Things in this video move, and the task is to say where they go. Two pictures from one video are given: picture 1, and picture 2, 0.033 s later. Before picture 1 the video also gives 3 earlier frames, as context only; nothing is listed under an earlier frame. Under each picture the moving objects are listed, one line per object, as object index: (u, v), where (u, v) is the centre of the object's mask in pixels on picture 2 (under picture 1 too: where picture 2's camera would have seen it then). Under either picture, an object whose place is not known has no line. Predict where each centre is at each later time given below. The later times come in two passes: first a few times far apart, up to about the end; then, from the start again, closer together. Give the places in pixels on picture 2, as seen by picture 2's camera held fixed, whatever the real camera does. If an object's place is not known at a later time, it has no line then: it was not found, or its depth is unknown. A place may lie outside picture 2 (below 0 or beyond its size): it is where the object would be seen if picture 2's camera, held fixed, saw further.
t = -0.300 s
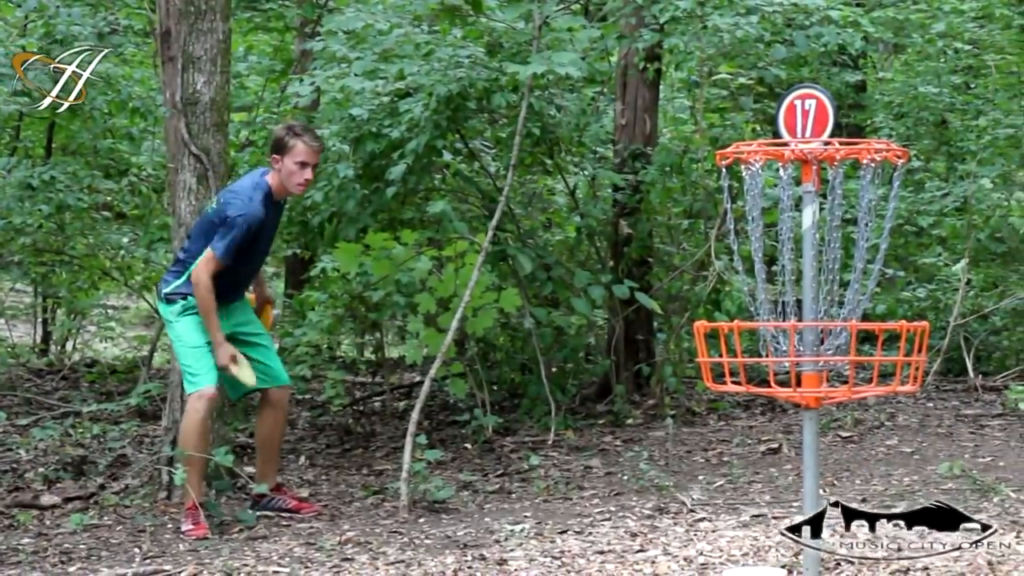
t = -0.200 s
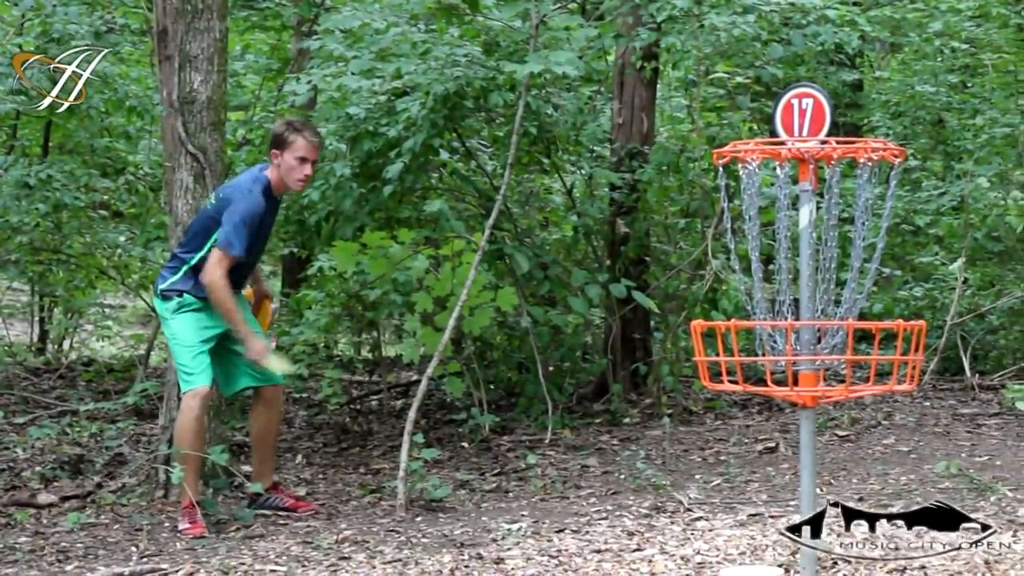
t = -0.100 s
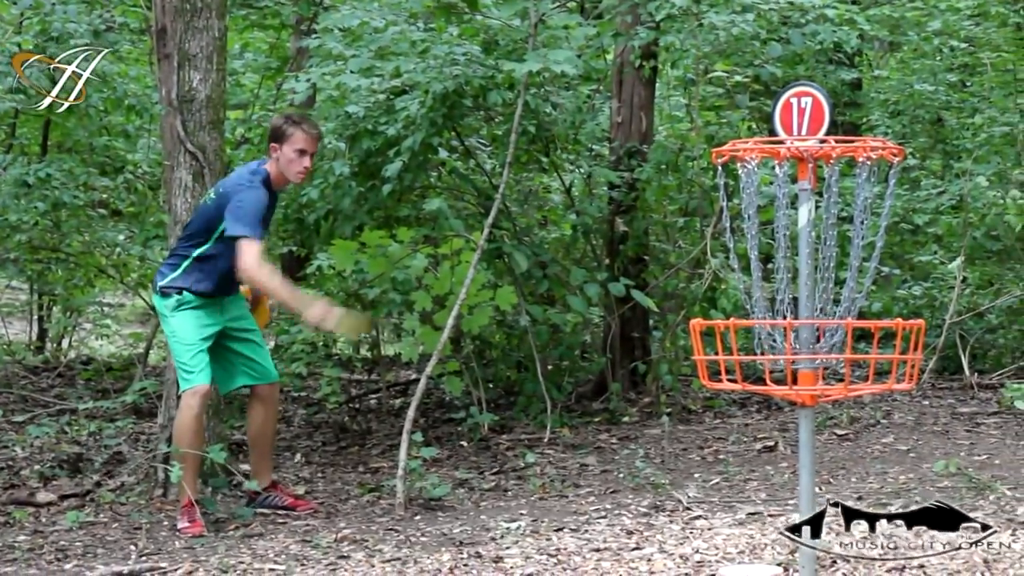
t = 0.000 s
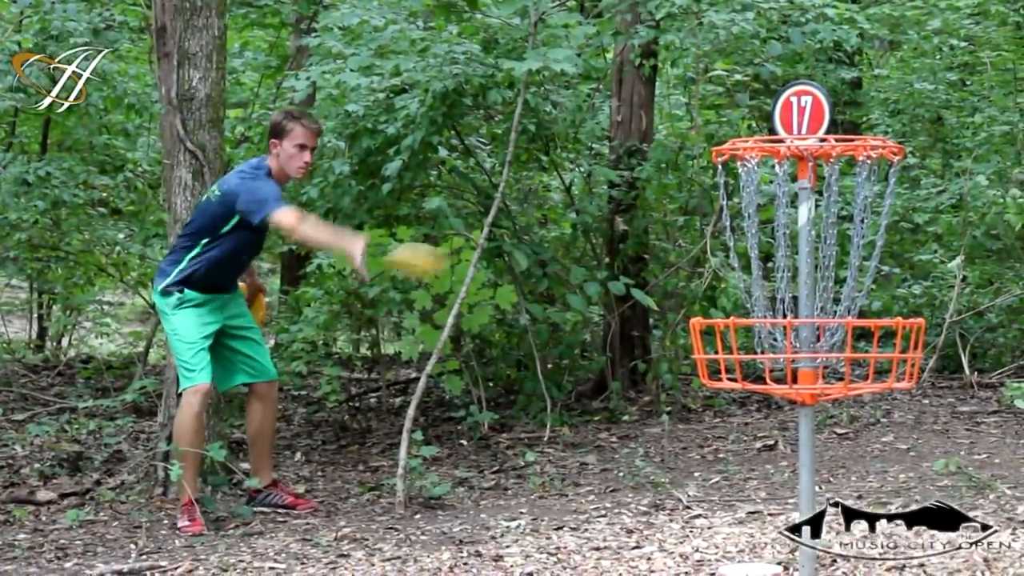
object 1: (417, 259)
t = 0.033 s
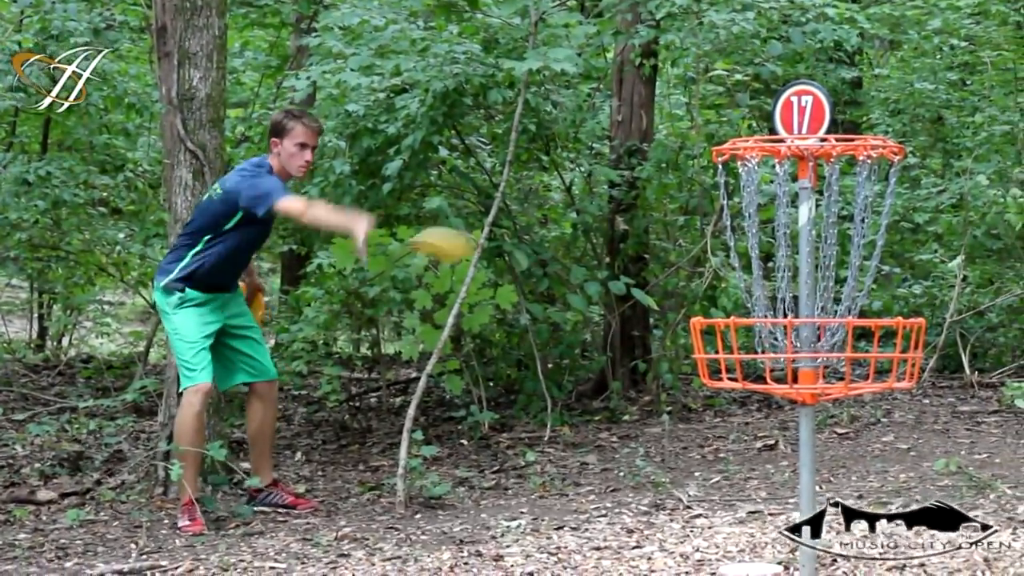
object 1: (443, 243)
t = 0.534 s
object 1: (842, 315)
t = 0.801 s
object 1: (862, 359)
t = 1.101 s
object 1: (855, 381)
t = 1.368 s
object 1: (854, 382)
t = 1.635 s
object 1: (854, 382)
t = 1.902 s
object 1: (853, 381)
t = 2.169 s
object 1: (853, 381)
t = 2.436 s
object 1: (854, 381)
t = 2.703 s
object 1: (853, 381)
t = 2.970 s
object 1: (853, 381)
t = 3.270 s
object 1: (853, 381)
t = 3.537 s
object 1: (854, 381)
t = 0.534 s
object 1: (842, 315)
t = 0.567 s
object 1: (850, 339)
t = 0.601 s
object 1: (864, 356)
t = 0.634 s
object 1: (874, 356)
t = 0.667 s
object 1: (873, 354)
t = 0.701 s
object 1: (870, 355)
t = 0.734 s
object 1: (865, 357)
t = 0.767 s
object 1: (864, 358)
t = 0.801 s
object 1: (862, 359)
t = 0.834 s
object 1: (861, 363)
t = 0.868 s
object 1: (861, 370)
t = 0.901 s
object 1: (859, 379)
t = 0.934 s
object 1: (857, 379)
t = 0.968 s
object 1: (856, 379)
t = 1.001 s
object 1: (855, 380)
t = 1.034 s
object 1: (855, 381)
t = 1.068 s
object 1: (854, 381)
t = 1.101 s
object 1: (855, 381)
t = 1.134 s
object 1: (855, 381)
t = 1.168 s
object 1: (854, 381)
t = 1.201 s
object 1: (854, 381)
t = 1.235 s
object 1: (854, 382)
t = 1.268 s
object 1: (854, 381)
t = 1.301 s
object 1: (854, 381)
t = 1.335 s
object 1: (854, 381)
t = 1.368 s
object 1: (854, 382)
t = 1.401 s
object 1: (853, 381)
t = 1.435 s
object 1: (853, 381)
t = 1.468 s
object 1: (853, 381)
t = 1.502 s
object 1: (854, 381)
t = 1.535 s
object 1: (854, 381)
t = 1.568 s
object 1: (854, 381)
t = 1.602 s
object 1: (854, 381)
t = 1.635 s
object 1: (854, 382)
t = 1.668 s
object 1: (854, 381)
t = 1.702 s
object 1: (854, 381)
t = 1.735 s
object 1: (854, 381)
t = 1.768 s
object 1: (854, 381)
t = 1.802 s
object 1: (855, 381)
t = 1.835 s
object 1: (855, 381)
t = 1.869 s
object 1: (854, 381)
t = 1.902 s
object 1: (853, 381)
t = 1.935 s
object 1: (854, 381)
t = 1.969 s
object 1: (854, 381)
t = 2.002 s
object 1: (854, 381)
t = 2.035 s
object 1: (854, 381)
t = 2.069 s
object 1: (854, 381)
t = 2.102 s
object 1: (853, 381)
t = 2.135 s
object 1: (853, 381)
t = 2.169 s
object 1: (853, 381)
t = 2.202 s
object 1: (854, 381)
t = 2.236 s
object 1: (854, 381)
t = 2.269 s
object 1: (854, 381)
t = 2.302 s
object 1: (855, 381)
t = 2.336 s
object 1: (854, 381)
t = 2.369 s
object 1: (854, 381)
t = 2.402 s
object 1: (854, 381)
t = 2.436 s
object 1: (854, 381)
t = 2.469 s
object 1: (853, 381)
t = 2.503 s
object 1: (854, 381)
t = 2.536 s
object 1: (853, 381)
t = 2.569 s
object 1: (853, 381)
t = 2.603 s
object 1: (854, 381)
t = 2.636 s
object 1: (854, 380)
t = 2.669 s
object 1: (853, 380)
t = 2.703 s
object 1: (853, 381)
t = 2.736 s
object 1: (853, 381)
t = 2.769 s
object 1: (853, 381)
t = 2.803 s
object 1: (853, 381)
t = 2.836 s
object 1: (853, 381)
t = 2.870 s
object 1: (853, 381)
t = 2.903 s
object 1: (853, 381)
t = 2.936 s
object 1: (853, 381)
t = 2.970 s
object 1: (853, 381)
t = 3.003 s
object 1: (854, 381)
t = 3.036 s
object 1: (854, 381)
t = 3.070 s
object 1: (854, 380)
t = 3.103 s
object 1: (854, 380)
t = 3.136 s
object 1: (854, 381)
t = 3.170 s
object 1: (854, 381)
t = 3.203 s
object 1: (854, 381)
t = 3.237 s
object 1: (854, 381)
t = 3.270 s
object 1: (853, 381)
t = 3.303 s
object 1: (853, 381)
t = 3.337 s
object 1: (854, 381)
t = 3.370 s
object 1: (854, 381)
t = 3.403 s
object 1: (854, 381)
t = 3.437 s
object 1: (854, 381)
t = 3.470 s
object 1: (855, 381)
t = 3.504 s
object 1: (854, 381)
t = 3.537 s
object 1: (854, 381)
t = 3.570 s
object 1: (853, 381)
